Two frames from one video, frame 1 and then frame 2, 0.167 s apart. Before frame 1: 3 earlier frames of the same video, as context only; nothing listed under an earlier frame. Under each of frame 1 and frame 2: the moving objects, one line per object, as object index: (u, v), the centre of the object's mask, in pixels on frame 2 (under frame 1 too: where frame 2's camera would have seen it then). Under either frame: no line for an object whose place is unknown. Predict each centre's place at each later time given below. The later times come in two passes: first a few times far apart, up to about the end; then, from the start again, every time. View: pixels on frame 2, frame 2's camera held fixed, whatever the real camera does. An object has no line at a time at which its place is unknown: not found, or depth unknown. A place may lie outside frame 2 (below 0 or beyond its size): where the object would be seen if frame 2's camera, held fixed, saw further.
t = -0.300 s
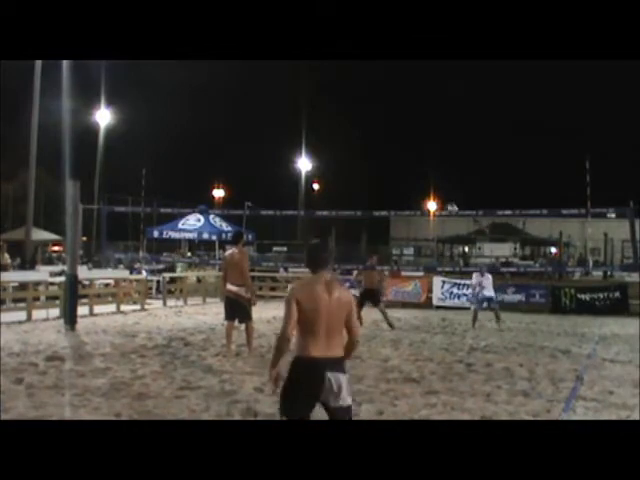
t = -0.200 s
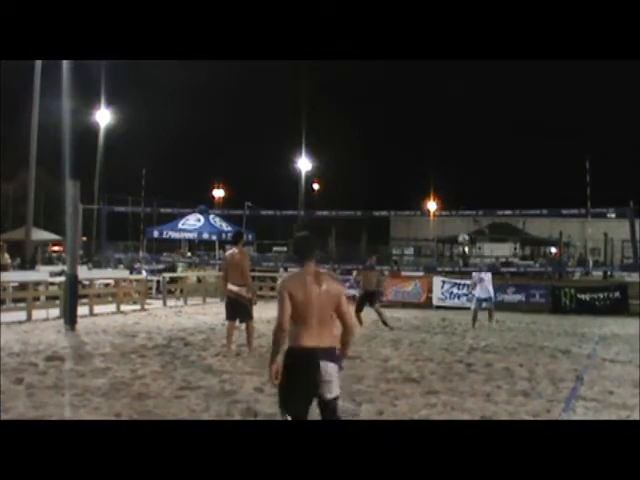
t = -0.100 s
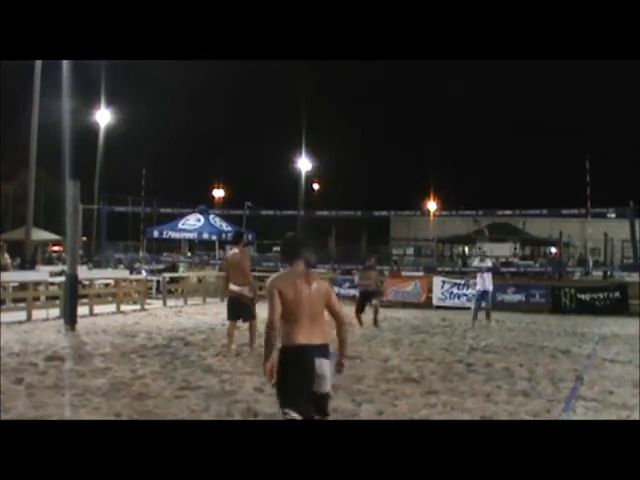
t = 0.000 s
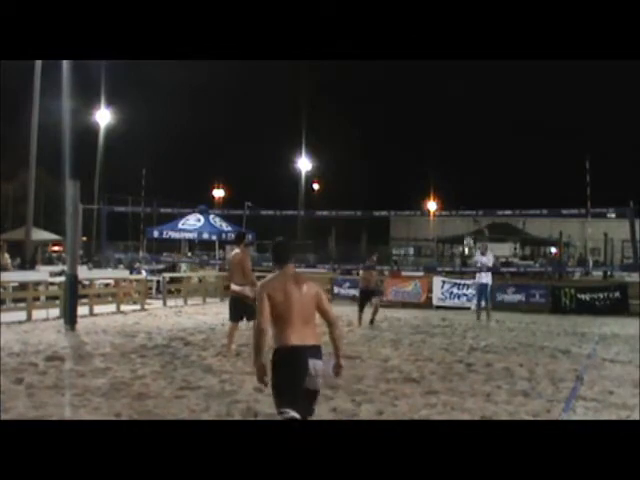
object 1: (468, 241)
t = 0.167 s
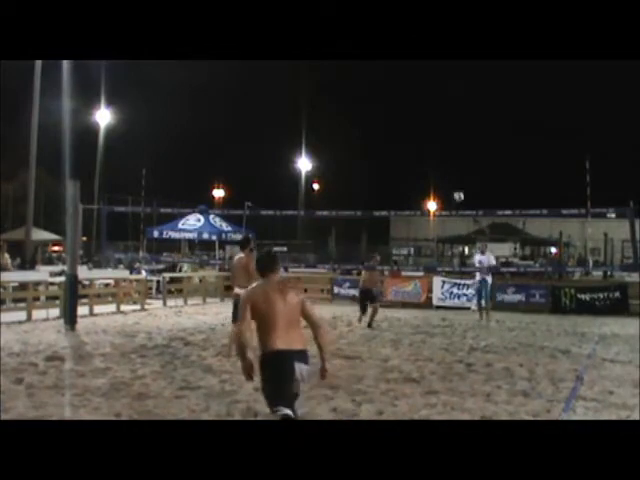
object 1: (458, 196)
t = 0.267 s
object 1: (452, 174)
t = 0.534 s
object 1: (434, 133)
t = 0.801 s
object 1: (415, 126)
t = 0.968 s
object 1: (403, 139)
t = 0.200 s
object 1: (456, 188)
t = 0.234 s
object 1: (454, 181)
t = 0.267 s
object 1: (452, 174)
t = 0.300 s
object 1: (450, 167)
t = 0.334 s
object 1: (448, 161)
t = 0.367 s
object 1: (446, 155)
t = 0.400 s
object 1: (443, 150)
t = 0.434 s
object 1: (441, 145)
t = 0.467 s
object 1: (439, 140)
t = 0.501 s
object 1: (437, 136)
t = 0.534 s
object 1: (434, 133)
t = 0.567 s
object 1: (432, 130)
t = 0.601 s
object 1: (430, 128)
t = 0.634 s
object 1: (427, 126)
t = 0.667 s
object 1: (425, 125)
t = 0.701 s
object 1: (423, 124)
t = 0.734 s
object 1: (420, 124)
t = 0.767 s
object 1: (418, 125)
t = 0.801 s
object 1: (415, 126)
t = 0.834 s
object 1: (413, 127)
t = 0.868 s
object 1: (411, 130)
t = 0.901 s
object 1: (408, 132)
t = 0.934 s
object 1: (406, 135)
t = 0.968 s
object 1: (403, 139)
